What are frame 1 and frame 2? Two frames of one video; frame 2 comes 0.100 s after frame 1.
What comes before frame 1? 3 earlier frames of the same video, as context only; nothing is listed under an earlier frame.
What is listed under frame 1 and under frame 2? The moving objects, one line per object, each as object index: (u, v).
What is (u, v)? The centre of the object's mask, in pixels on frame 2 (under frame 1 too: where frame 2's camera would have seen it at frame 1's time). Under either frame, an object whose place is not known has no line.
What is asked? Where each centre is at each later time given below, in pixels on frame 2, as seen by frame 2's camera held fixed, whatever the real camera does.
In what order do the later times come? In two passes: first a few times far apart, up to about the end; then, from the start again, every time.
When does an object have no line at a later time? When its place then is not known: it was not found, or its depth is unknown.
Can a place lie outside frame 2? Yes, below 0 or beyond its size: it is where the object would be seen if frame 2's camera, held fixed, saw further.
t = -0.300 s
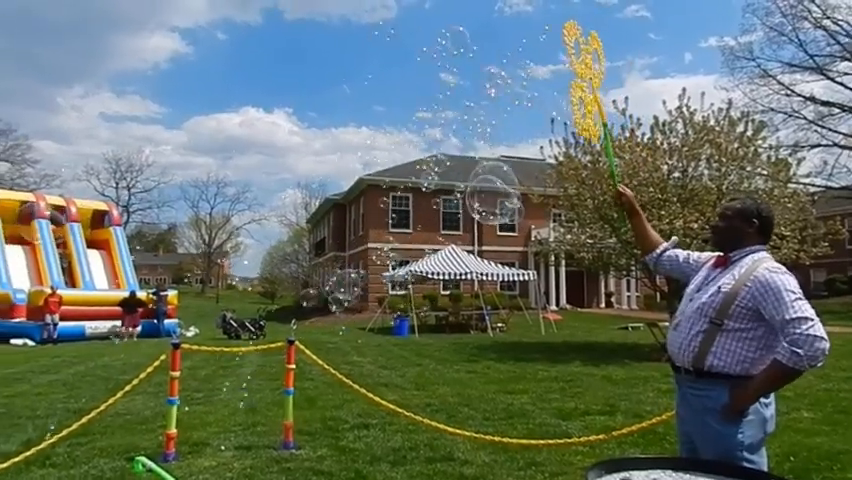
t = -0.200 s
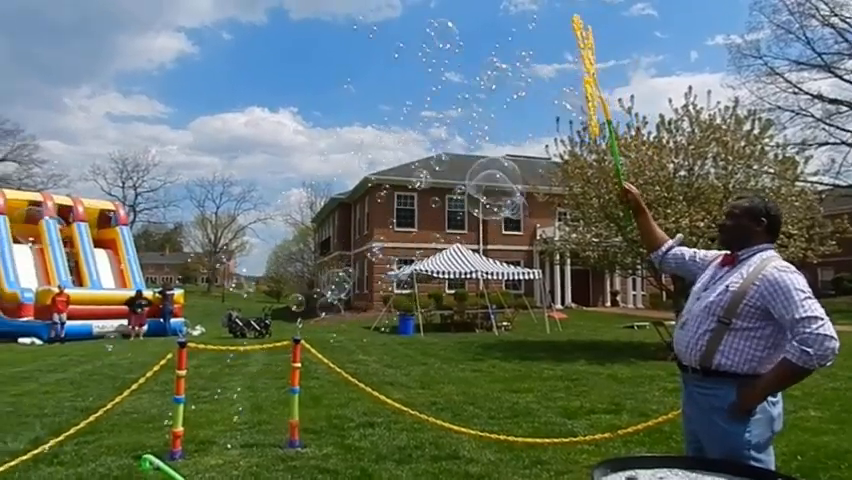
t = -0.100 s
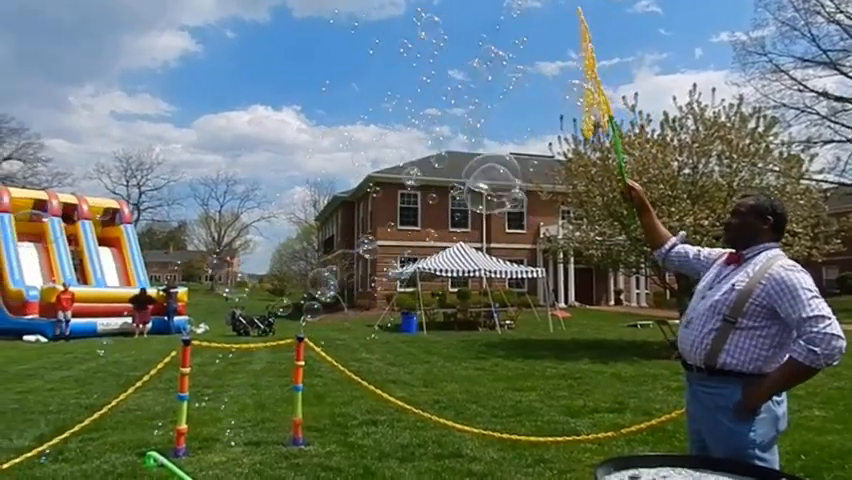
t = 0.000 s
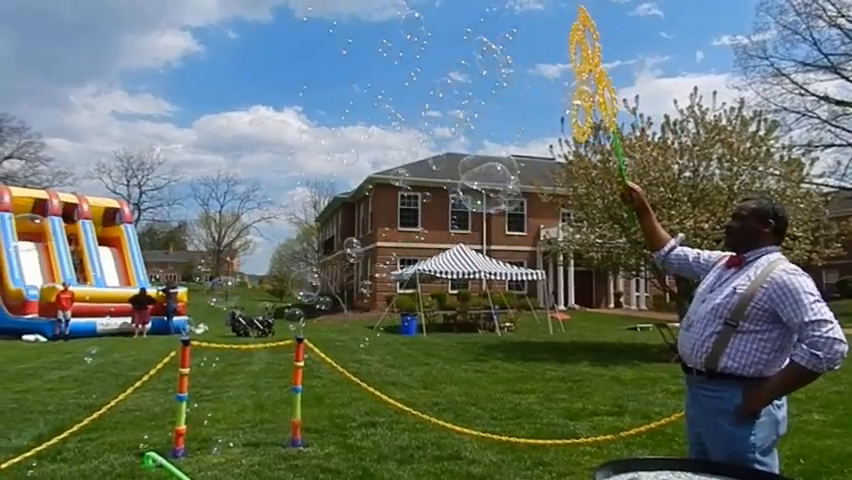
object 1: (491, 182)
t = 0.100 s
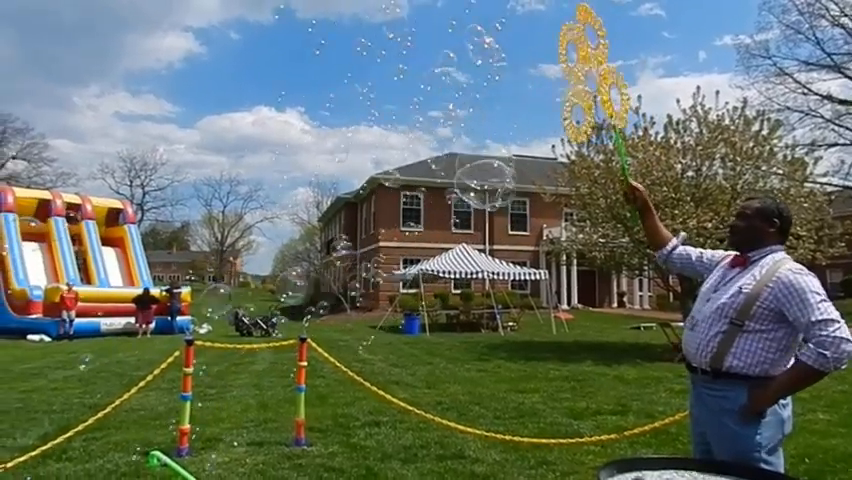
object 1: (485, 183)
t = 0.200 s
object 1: (480, 178)
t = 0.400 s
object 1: (465, 157)
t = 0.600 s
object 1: (449, 145)
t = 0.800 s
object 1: (431, 128)
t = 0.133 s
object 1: (484, 181)
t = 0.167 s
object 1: (482, 178)
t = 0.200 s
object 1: (480, 178)
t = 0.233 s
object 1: (479, 172)
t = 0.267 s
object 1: (476, 169)
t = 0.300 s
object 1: (473, 166)
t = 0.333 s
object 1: (469, 161)
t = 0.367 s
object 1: (467, 159)
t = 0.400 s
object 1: (465, 157)
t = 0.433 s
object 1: (462, 155)
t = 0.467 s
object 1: (460, 154)
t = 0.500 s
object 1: (457, 152)
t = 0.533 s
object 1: (455, 156)
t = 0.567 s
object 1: (451, 148)
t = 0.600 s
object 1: (449, 145)
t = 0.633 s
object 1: (446, 143)
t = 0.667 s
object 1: (443, 140)
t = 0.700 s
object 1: (441, 138)
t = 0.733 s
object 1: (437, 135)
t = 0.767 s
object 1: (436, 129)
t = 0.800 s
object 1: (431, 128)
